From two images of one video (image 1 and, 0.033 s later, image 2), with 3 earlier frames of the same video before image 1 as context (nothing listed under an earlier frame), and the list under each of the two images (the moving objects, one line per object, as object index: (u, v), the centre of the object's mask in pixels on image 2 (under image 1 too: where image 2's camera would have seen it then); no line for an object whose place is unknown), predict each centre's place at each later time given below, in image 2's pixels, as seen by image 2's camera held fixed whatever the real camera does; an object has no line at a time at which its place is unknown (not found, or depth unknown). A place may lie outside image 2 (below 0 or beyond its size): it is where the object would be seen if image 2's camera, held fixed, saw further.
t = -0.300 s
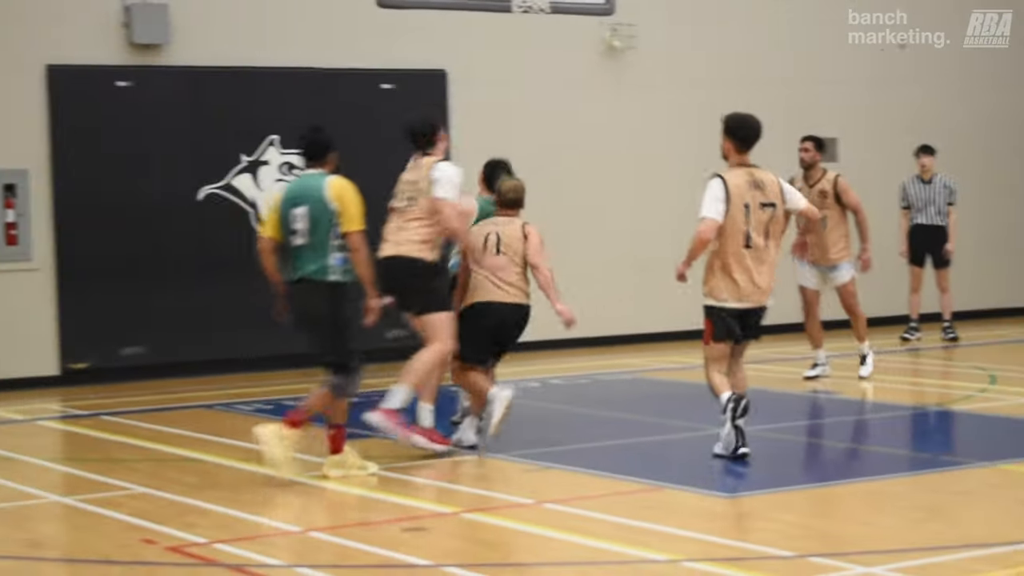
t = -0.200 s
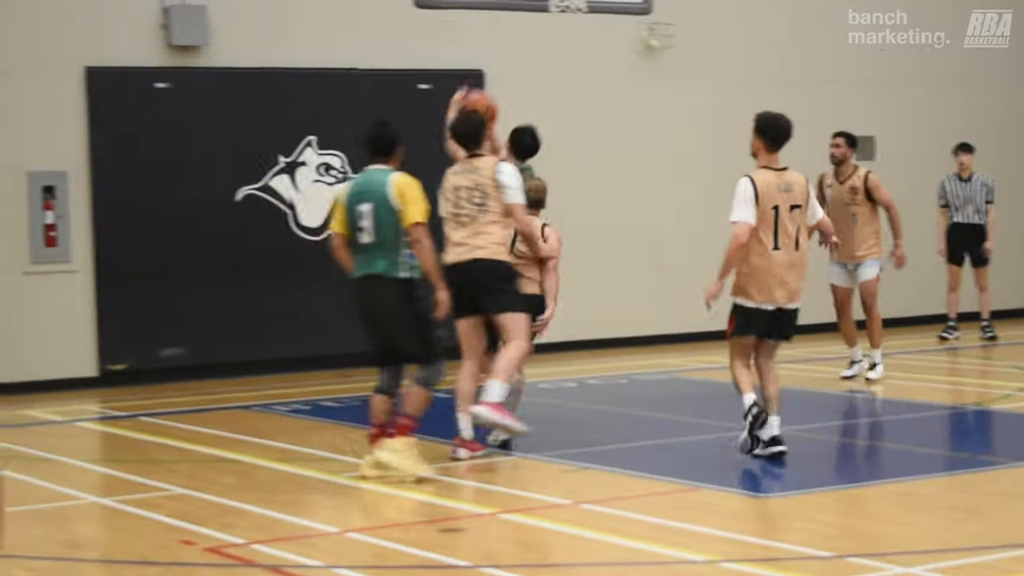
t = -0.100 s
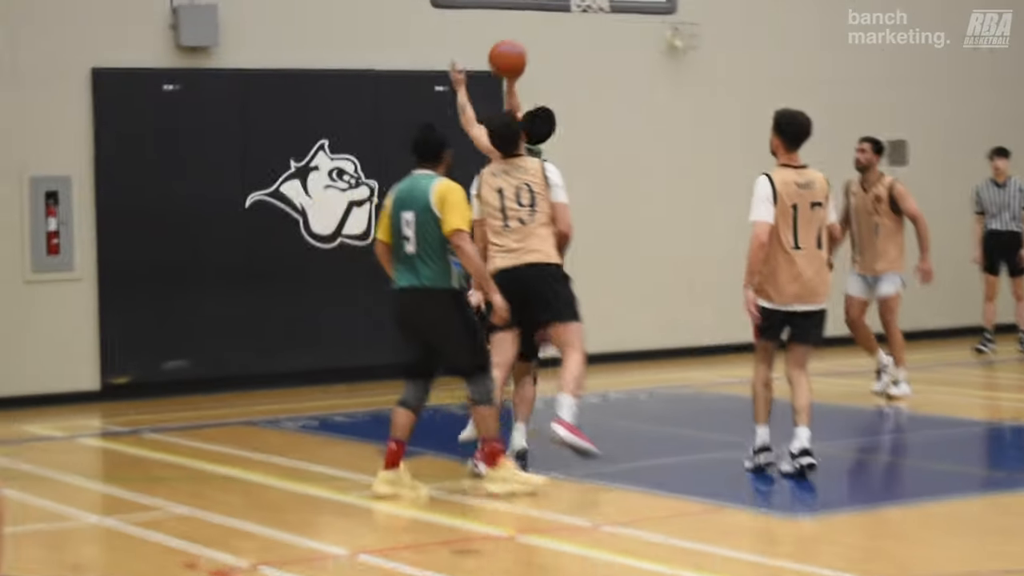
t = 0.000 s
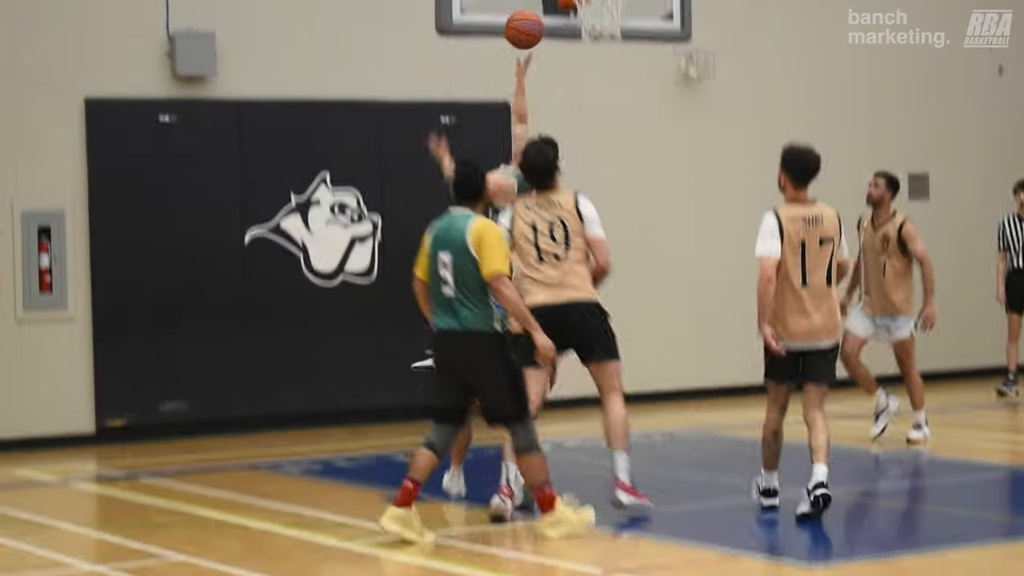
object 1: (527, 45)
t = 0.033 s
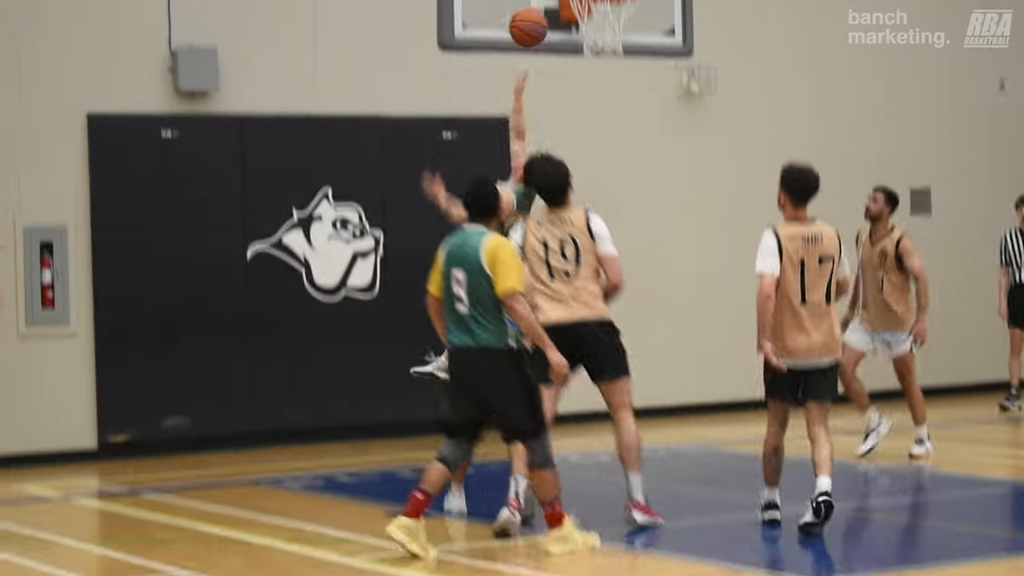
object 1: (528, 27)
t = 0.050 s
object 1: (529, 20)
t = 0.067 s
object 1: (530, 12)
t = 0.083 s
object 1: (531, 5)
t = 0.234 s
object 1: (544, -37)
